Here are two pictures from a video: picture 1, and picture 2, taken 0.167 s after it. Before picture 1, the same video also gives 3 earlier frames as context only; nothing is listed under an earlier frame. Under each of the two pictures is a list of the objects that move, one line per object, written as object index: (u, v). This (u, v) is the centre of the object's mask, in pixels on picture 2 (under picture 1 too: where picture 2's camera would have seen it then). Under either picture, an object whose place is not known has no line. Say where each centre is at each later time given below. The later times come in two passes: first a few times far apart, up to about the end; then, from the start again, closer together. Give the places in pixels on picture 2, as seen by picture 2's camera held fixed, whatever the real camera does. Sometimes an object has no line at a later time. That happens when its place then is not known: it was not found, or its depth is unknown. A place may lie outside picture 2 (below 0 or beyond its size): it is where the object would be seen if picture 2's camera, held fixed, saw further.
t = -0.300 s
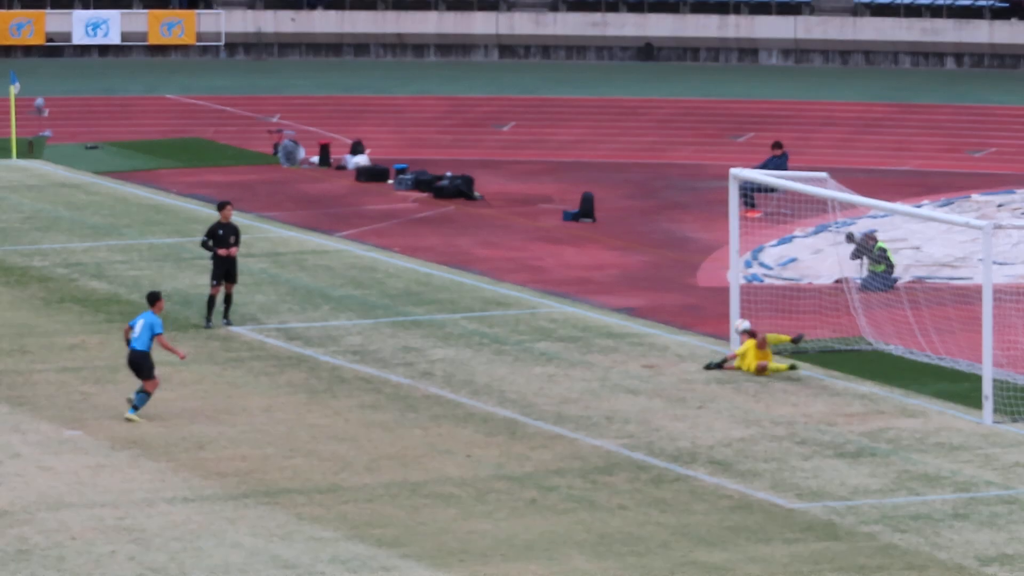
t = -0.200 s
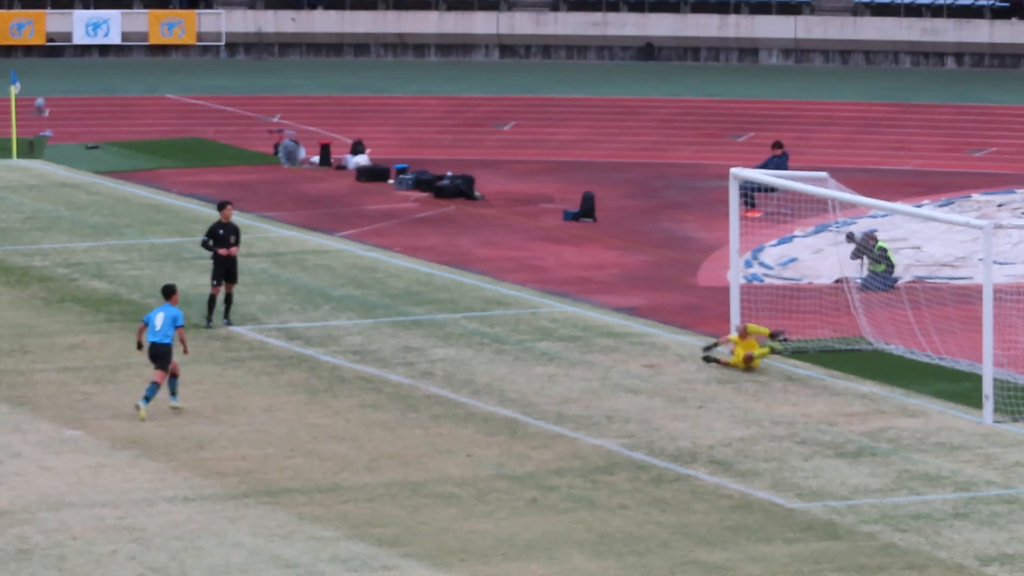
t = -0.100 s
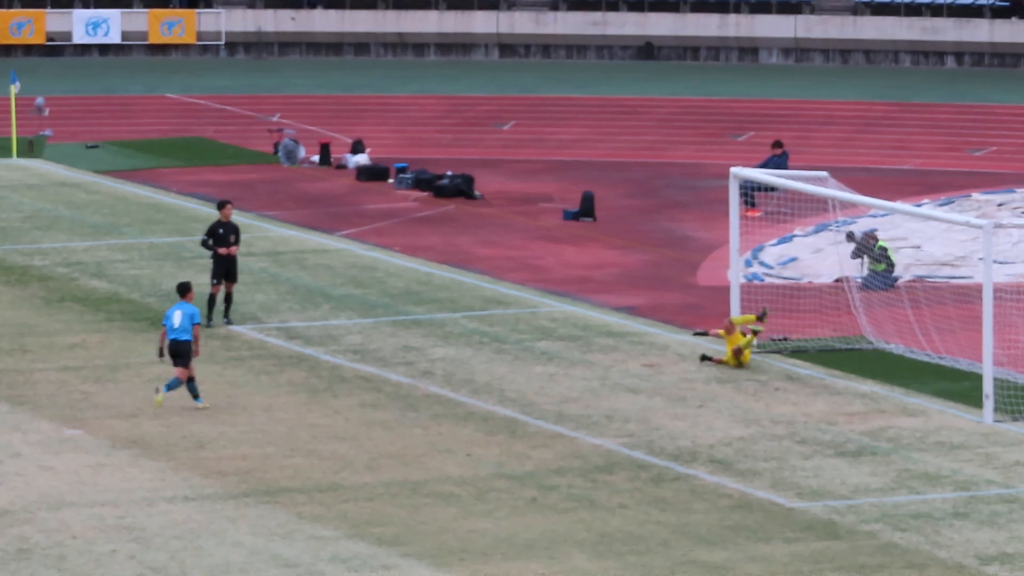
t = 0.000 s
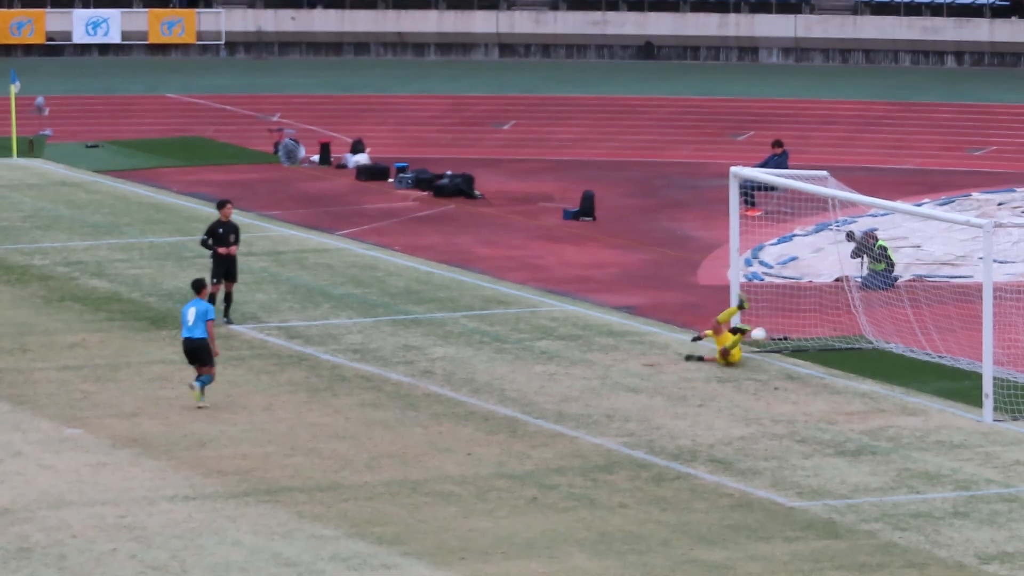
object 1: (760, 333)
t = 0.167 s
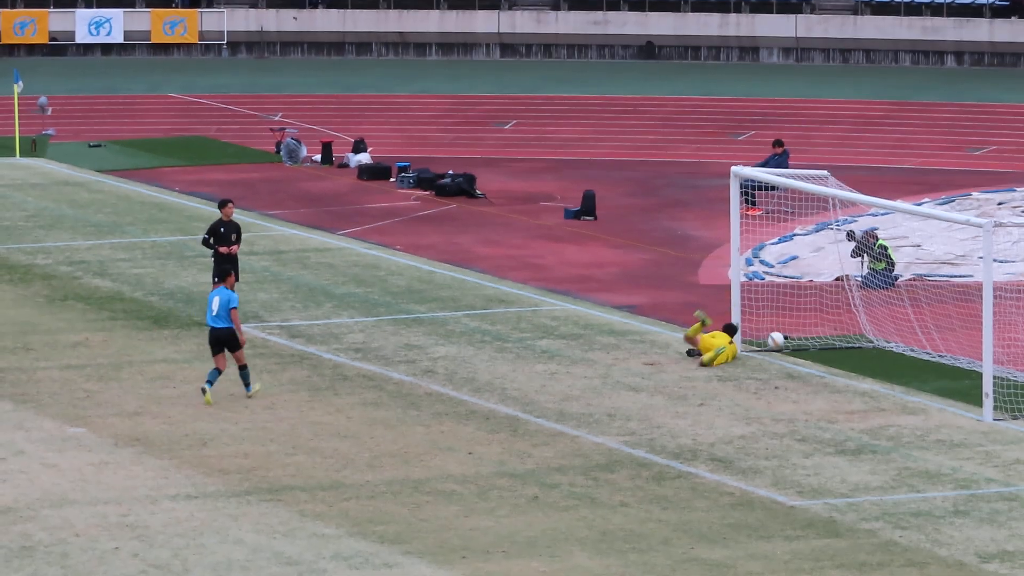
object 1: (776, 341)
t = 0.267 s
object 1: (785, 352)
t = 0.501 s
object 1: (811, 361)
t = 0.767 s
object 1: (840, 376)
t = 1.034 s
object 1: (870, 391)
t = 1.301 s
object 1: (900, 402)
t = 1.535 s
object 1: (925, 411)
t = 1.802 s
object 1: (954, 420)
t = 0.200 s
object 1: (780, 343)
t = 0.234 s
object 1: (782, 347)
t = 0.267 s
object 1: (785, 352)
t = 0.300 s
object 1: (789, 358)
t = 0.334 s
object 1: (793, 365)
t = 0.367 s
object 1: (796, 362)
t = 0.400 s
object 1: (799, 361)
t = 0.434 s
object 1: (803, 360)
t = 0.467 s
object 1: (807, 360)
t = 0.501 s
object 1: (811, 361)
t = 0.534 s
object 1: (814, 362)
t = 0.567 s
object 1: (818, 365)
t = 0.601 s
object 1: (822, 368)
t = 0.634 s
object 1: (826, 372)
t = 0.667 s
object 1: (829, 377)
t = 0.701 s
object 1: (833, 378)
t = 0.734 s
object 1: (838, 376)
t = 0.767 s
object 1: (840, 376)
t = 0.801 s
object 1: (844, 377)
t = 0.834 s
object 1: (847, 378)
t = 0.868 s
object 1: (851, 380)
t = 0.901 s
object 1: (855, 383)
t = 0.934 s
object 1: (859, 387)
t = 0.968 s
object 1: (864, 390)
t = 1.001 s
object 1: (866, 391)
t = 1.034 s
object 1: (870, 391)
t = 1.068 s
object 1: (874, 393)
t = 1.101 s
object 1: (878, 395)
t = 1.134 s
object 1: (881, 397)
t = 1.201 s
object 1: (889, 397)
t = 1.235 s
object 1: (893, 399)
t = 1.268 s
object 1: (896, 401)
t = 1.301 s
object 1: (900, 402)
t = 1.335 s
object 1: (902, 404)
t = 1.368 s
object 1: (907, 405)
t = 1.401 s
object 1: (911, 406)
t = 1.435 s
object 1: (914, 407)
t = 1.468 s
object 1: (918, 409)
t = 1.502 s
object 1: (921, 410)
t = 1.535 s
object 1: (925, 411)
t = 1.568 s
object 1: (929, 412)
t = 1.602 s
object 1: (933, 414)
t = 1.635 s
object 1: (936, 415)
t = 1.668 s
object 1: (939, 416)
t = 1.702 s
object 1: (943, 418)
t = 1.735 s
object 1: (946, 419)
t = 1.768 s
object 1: (951, 420)
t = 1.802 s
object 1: (954, 420)
